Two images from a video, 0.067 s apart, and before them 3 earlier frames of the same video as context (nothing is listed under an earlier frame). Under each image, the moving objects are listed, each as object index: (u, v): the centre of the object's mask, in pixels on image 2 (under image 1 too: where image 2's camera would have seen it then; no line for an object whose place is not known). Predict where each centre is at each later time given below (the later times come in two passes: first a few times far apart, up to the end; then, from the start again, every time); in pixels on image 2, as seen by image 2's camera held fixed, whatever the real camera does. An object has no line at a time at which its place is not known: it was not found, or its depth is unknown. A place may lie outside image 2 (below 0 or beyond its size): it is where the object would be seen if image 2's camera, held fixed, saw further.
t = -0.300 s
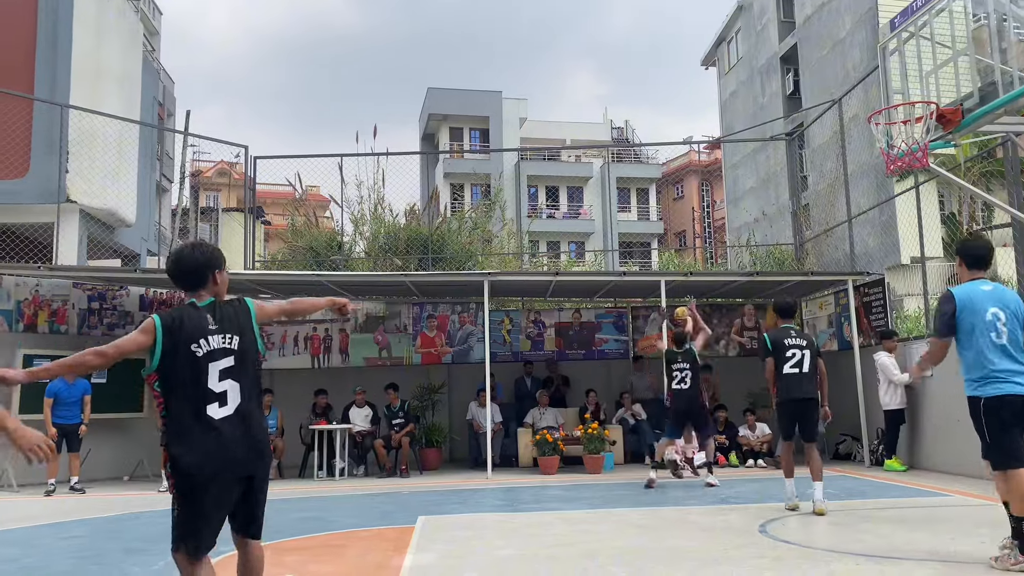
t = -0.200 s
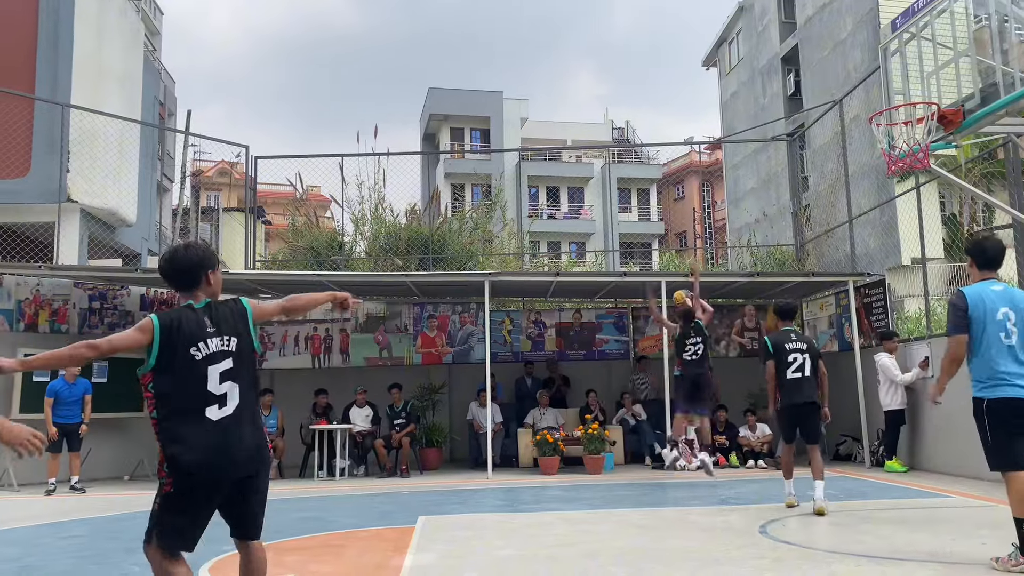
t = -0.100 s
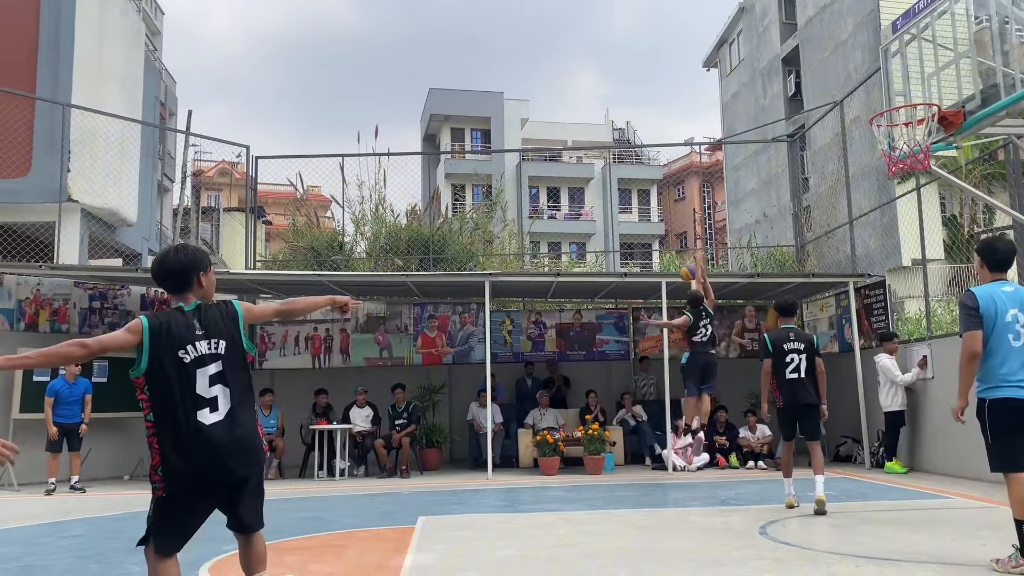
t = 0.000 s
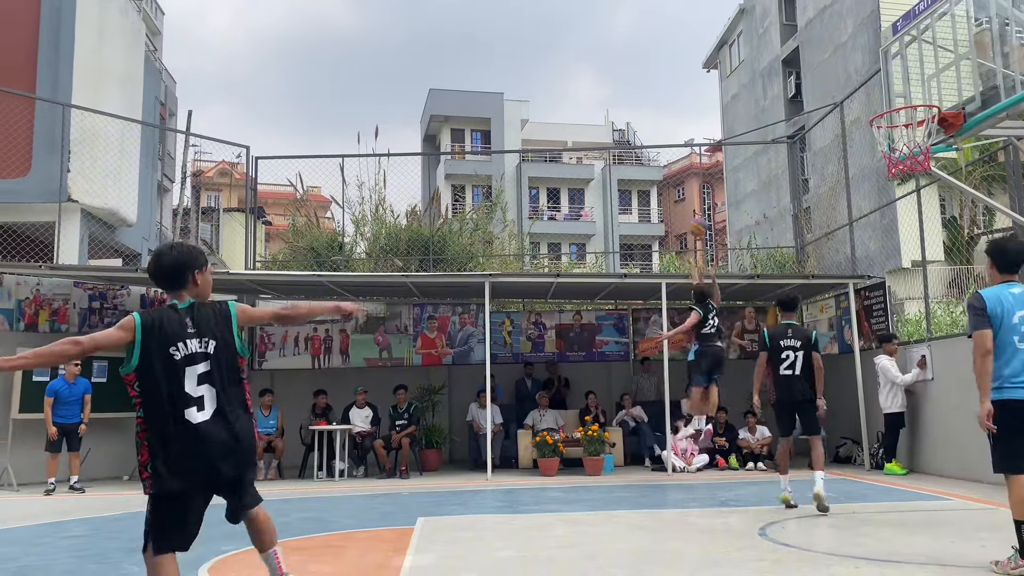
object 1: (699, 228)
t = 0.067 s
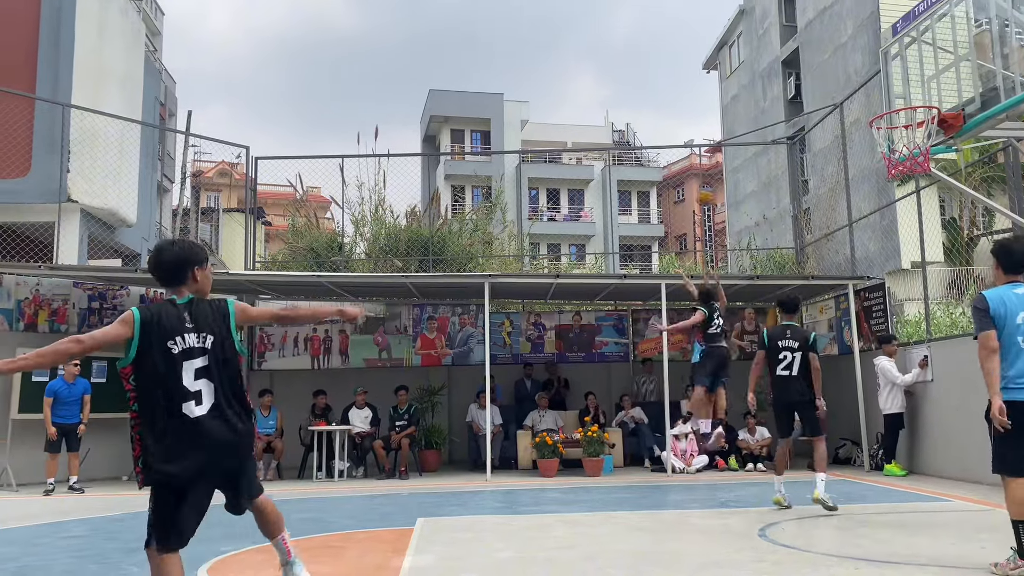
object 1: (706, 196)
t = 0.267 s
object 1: (730, 116)
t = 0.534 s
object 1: (774, 47)
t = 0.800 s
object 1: (835, 37)
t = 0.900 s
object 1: (864, 54)
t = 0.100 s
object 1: (710, 182)
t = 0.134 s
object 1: (715, 165)
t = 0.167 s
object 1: (717, 153)
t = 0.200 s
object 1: (721, 140)
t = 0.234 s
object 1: (726, 127)
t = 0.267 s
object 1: (730, 116)
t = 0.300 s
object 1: (735, 105)
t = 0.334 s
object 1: (740, 94)
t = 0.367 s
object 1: (745, 84)
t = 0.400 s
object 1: (750, 75)
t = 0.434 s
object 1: (755, 67)
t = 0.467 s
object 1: (761, 59)
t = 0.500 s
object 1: (768, 53)
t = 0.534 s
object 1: (774, 47)
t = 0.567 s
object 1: (780, 42)
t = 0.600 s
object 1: (786, 37)
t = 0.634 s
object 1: (795, 35)
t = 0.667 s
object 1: (801, 33)
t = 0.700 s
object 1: (809, 32)
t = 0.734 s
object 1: (817, 32)
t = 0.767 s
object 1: (825, 34)
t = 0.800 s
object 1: (835, 37)
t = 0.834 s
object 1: (844, 41)
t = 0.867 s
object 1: (854, 47)
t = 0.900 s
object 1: (864, 54)
